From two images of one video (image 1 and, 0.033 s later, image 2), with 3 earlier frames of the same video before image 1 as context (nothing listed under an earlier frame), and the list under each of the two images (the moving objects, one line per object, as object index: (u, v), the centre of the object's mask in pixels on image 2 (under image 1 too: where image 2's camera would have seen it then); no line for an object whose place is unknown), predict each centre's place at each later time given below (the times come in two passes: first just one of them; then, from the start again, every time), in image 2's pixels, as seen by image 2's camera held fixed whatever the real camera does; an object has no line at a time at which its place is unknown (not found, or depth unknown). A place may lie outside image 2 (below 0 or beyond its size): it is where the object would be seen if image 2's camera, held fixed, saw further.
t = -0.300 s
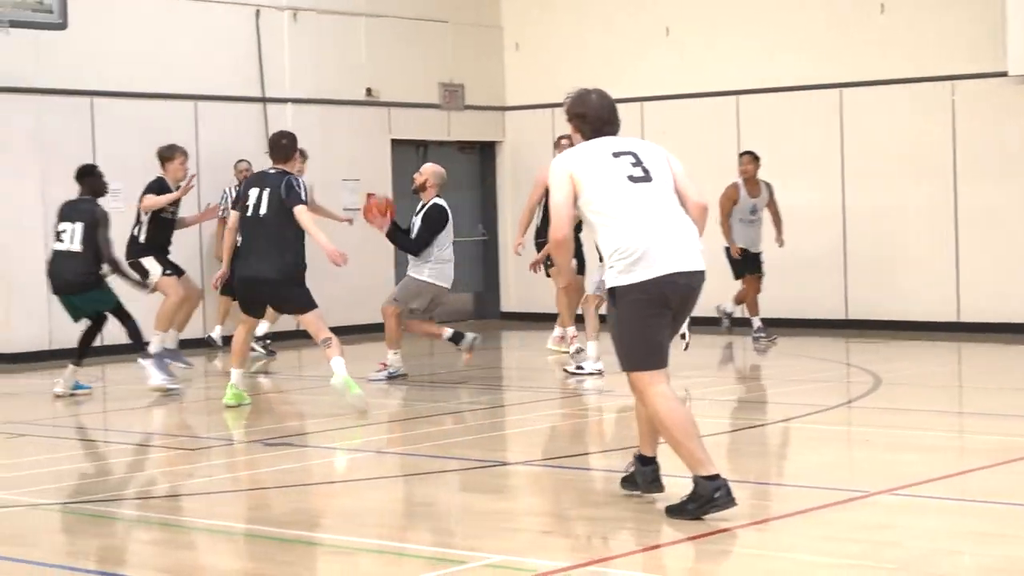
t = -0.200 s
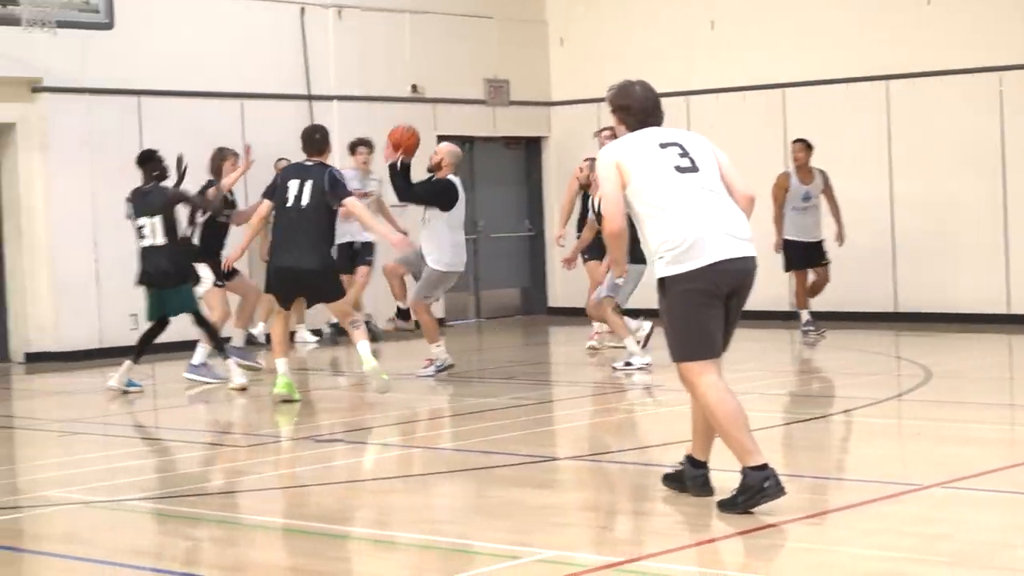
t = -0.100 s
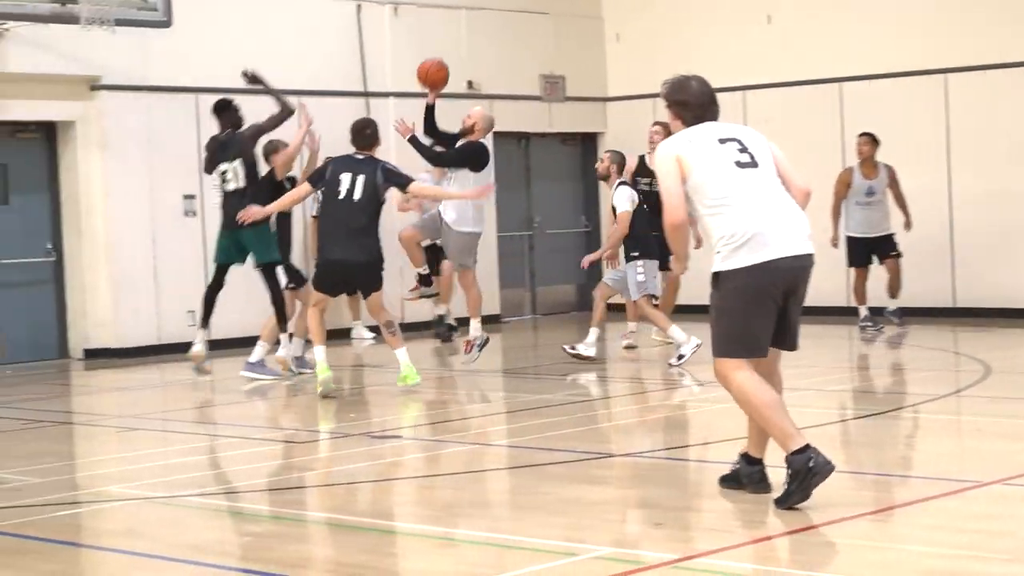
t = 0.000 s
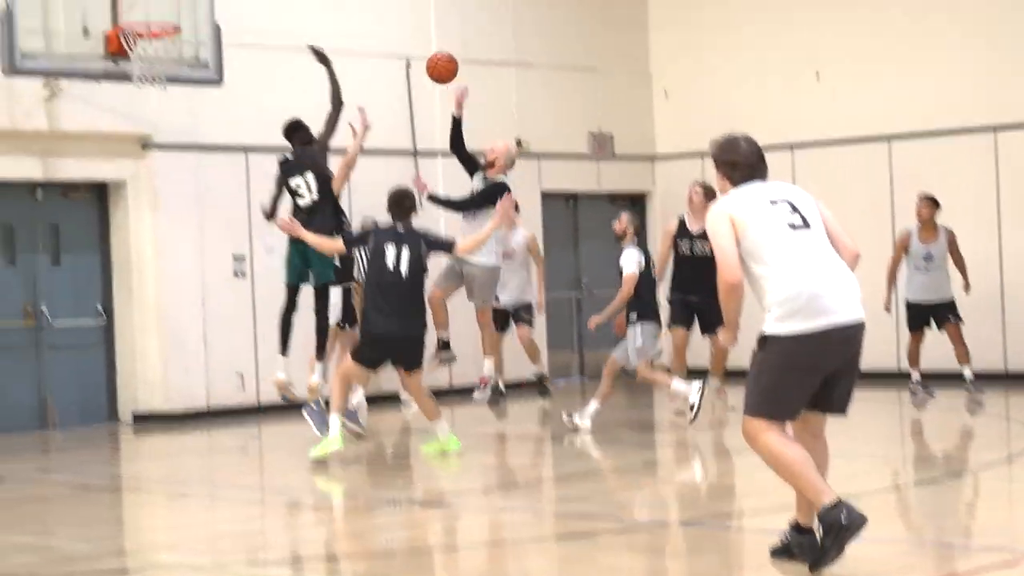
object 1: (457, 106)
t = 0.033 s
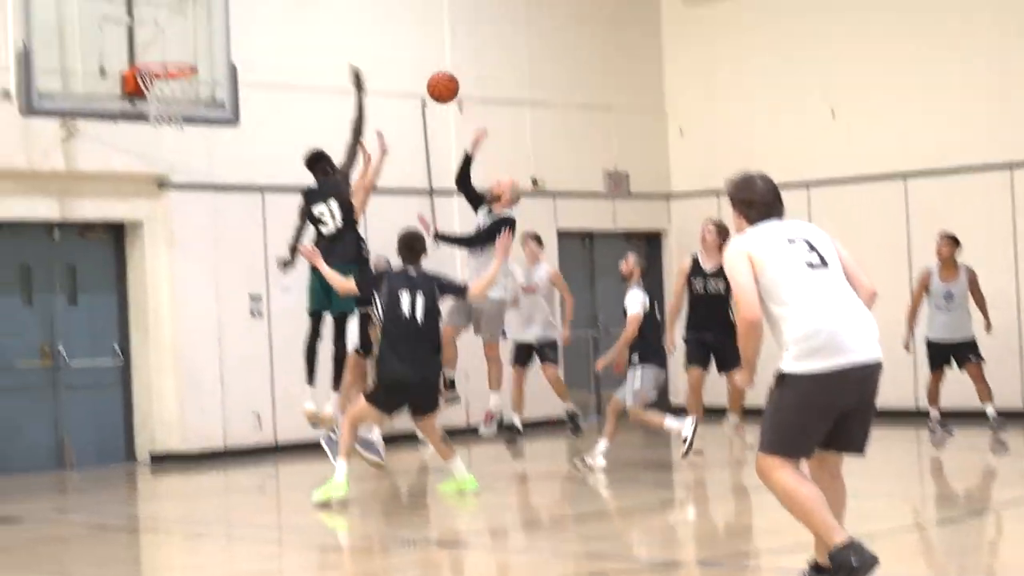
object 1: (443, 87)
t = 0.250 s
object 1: (351, 0)
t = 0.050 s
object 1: (436, 77)
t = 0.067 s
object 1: (428, 69)
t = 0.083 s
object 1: (421, 60)
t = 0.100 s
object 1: (414, 52)
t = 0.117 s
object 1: (407, 45)
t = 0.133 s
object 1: (399, 38)
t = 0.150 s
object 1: (392, 31)
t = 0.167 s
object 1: (385, 25)
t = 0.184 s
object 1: (378, 20)
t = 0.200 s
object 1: (372, 14)
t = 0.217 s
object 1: (365, 9)
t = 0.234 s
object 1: (358, 4)
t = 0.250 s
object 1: (351, 0)
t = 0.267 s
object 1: (344, -3)
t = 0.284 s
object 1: (337, -7)
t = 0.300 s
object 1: (331, -10)
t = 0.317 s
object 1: (324, -13)
